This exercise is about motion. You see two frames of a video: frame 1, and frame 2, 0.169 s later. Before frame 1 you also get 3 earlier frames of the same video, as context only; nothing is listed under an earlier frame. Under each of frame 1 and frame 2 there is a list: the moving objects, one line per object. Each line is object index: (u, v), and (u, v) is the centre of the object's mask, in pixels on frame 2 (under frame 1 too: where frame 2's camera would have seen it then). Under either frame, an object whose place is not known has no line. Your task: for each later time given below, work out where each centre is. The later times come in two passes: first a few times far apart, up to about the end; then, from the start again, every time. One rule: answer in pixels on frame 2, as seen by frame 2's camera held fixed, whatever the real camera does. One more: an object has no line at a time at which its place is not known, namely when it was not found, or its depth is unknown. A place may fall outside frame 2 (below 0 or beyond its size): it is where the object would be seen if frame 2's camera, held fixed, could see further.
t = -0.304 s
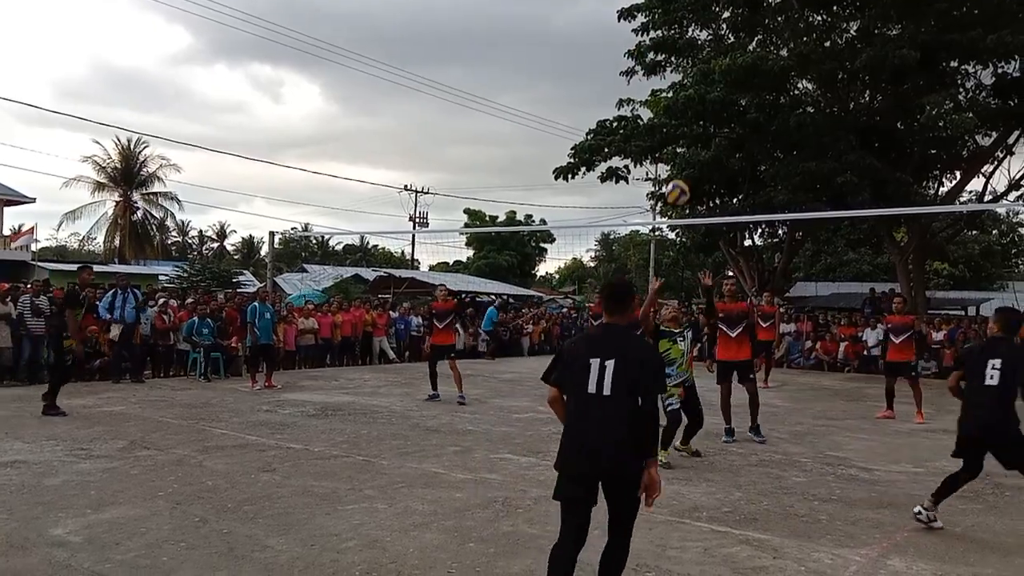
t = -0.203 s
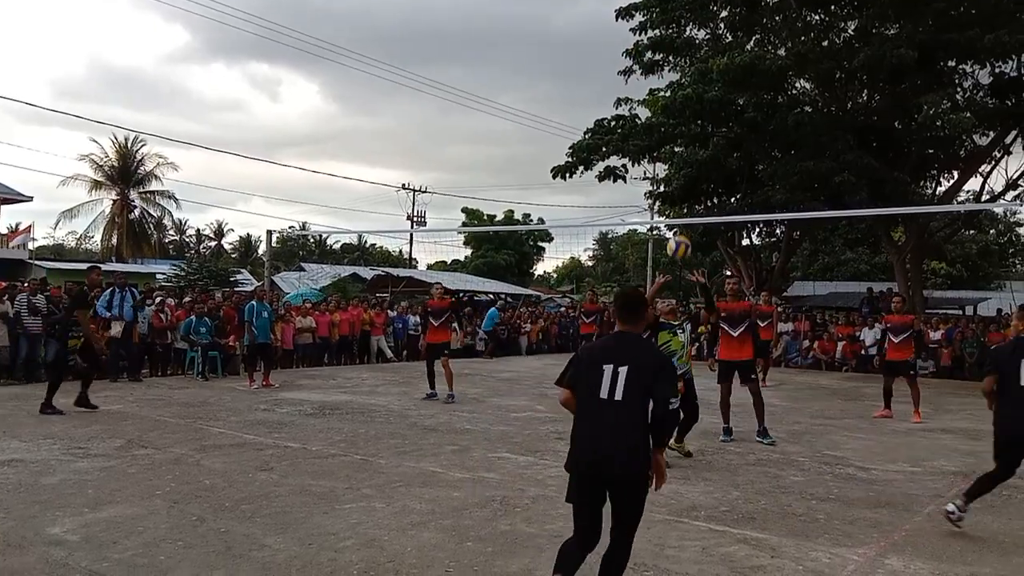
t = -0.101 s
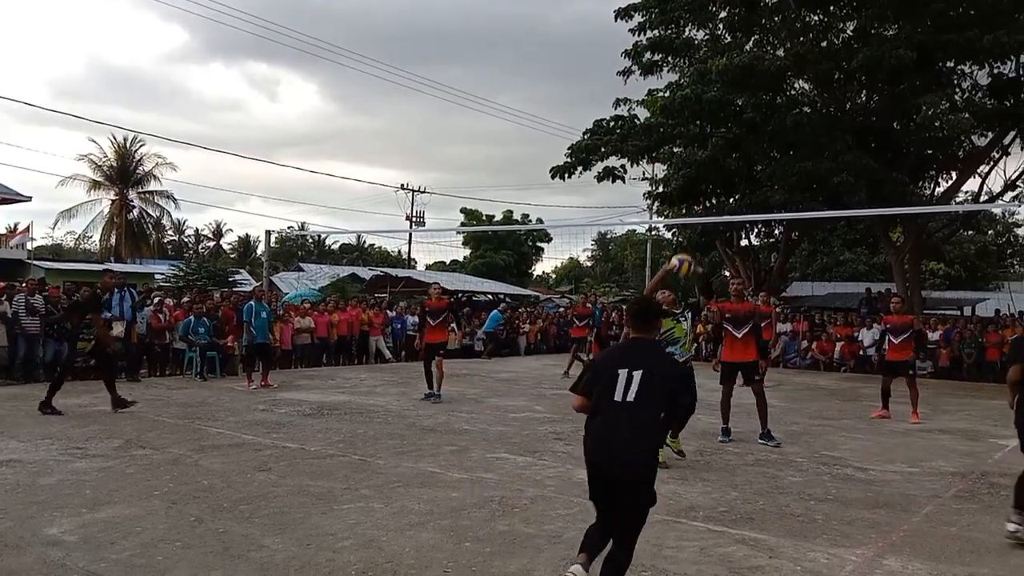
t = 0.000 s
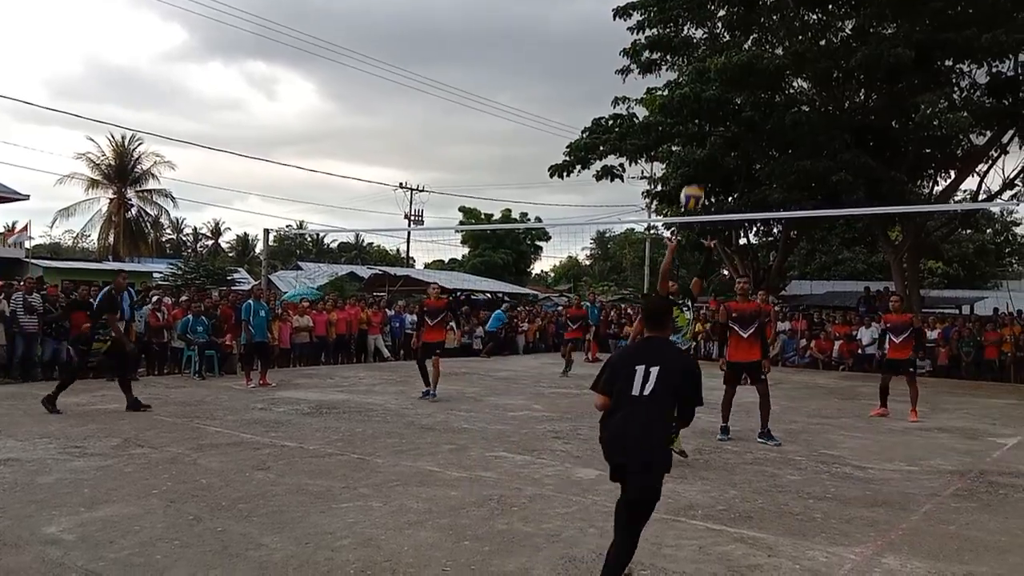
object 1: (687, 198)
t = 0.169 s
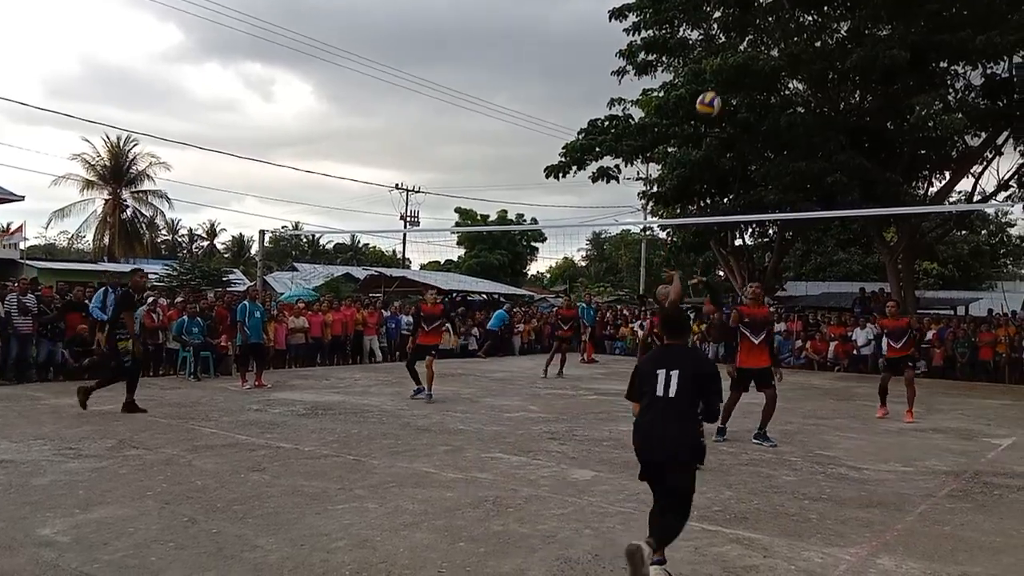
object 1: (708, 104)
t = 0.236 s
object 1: (717, 75)
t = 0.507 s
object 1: (747, 10)
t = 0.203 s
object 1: (712, 89)
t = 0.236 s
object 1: (717, 75)
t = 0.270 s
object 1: (721, 63)
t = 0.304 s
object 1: (725, 51)
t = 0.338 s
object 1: (729, 41)
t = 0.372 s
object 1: (733, 33)
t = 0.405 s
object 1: (736, 25)
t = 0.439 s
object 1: (740, 18)
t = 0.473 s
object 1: (744, 13)
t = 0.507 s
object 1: (747, 10)
